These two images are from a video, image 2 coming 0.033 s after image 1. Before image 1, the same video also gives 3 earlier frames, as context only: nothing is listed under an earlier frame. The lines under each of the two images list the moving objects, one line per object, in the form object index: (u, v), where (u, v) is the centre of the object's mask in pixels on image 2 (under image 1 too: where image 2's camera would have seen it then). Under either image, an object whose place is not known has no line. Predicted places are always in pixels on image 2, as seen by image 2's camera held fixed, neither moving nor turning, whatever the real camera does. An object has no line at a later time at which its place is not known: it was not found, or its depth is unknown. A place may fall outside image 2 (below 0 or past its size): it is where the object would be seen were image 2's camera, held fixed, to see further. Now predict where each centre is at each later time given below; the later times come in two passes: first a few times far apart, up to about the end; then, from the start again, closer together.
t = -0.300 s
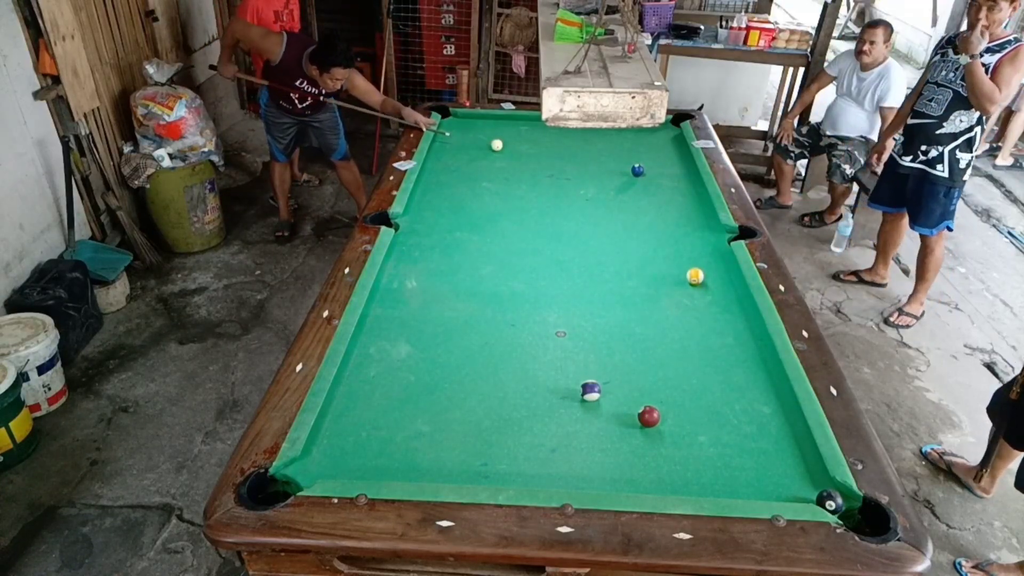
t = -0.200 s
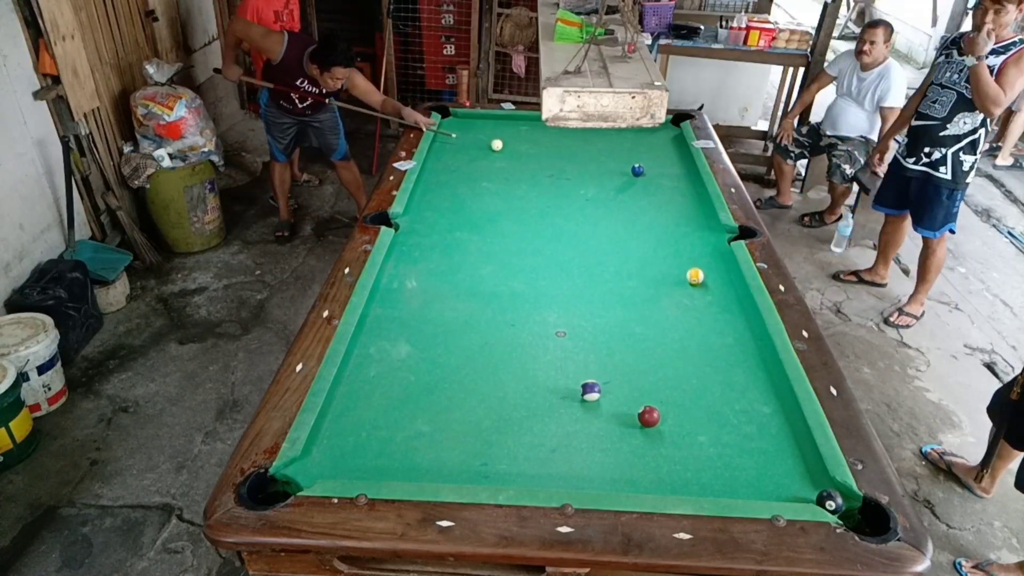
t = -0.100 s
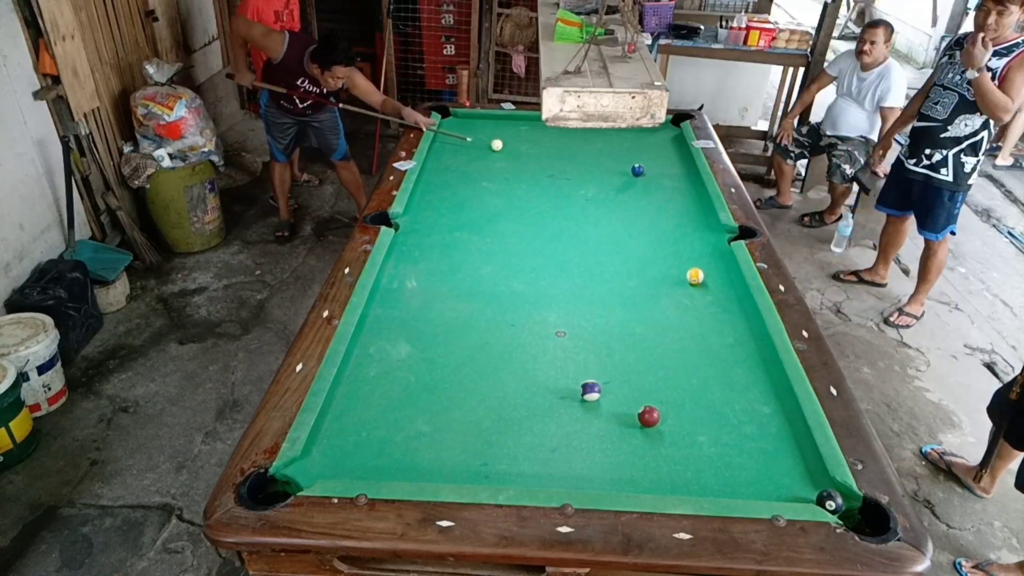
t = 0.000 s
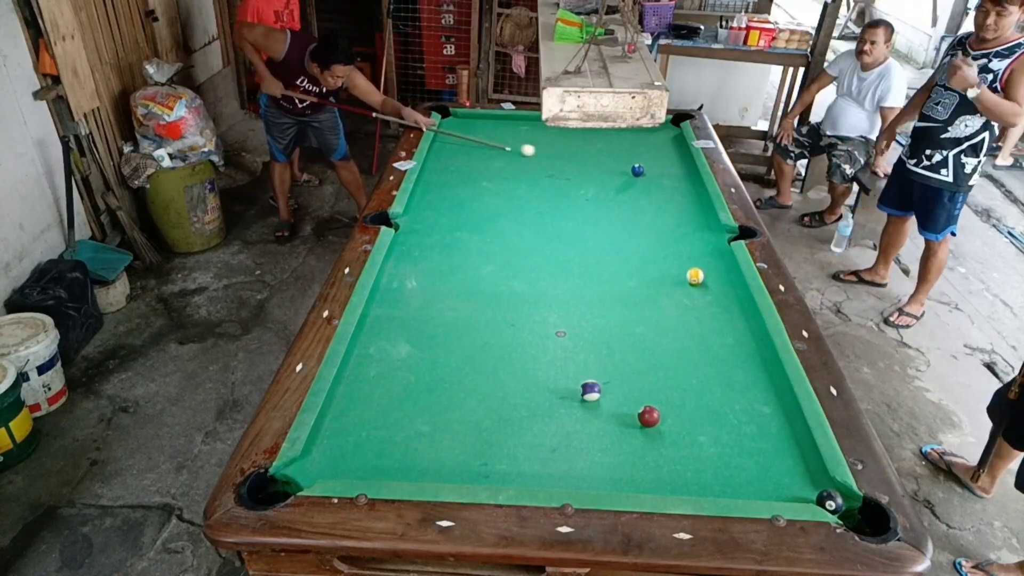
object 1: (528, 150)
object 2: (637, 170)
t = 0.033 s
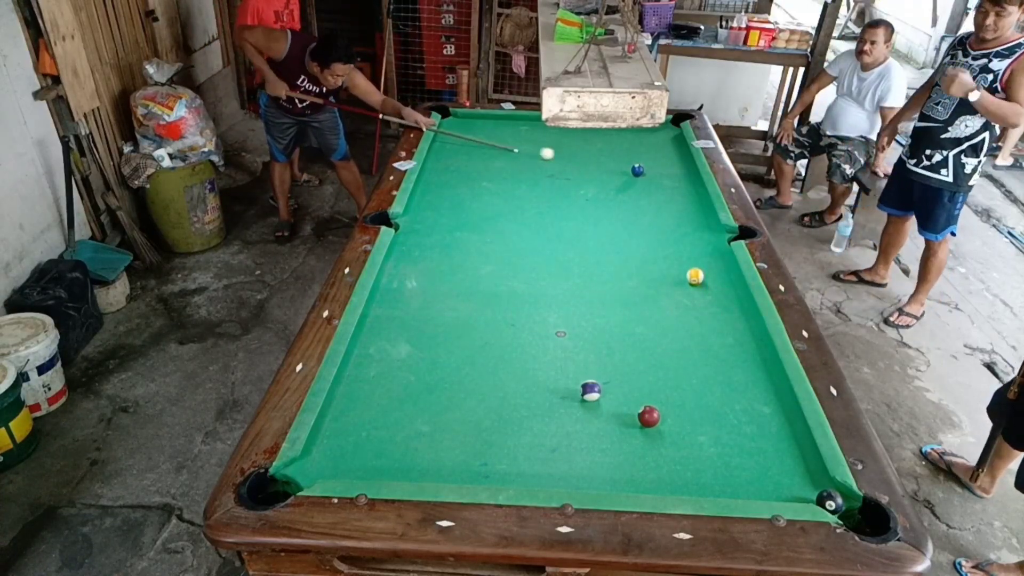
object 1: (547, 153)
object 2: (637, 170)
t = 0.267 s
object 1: (629, 166)
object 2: (680, 180)
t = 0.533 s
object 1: (638, 164)
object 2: (656, 191)
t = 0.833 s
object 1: (646, 161)
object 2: (599, 200)
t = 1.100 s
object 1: (653, 159)
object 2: (547, 208)
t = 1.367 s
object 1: (658, 157)
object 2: (493, 217)
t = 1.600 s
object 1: (662, 156)
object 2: (446, 224)
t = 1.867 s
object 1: (666, 154)
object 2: (406, 228)
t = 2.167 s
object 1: (669, 153)
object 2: (427, 216)
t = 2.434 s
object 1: (670, 151)
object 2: (444, 206)
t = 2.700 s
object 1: (671, 151)
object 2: (459, 198)
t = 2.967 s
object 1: (672, 150)
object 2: (473, 190)
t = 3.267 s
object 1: (672, 150)
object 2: (487, 182)
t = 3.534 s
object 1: (672, 150)
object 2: (497, 176)
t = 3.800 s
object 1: (671, 150)
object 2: (506, 171)
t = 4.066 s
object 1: (671, 150)
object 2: (514, 166)
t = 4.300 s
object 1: (671, 150)
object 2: (520, 163)
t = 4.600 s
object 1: (671, 150)
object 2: (526, 158)
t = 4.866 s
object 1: (671, 150)
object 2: (531, 155)
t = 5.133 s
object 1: (671, 150)
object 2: (535, 152)
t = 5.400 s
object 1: (671, 150)
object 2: (539, 150)
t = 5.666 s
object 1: (671, 150)
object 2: (542, 148)
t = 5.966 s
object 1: (671, 150)
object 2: (544, 146)
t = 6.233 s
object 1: (671, 150)
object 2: (546, 145)
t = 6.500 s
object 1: (671, 150)
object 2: (548, 144)
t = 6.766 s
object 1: (671, 150)
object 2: (548, 144)
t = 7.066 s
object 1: (671, 150)
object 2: (549, 143)
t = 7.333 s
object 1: (671, 150)
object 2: (549, 143)
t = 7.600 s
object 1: (671, 150)
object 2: (549, 143)
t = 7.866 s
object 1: (671, 150)
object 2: (549, 143)
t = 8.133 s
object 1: (671, 150)
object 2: (549, 143)
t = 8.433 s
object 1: (671, 150)
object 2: (549, 143)
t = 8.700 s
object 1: (671, 150)
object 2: (549, 143)
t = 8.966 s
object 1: (671, 150)
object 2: (549, 143)
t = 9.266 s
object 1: (671, 150)
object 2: (549, 143)
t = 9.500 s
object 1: (671, 150)
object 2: (549, 143)
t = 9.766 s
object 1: (671, 150)
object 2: (549, 143)
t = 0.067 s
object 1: (566, 156)
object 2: (637, 170)
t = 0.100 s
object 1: (584, 160)
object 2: (637, 170)
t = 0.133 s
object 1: (602, 163)
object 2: (637, 170)
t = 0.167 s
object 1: (620, 166)
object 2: (637, 170)
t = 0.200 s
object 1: (627, 167)
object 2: (648, 173)
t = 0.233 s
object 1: (628, 167)
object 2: (664, 176)
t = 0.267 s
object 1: (629, 166)
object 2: (680, 180)
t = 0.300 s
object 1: (630, 166)
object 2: (695, 183)
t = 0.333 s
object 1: (631, 166)
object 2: (695, 185)
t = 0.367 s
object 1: (632, 165)
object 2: (689, 186)
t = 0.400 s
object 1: (633, 165)
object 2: (681, 187)
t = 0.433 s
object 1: (635, 165)
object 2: (675, 188)
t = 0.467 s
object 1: (635, 164)
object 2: (669, 189)
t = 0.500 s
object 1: (637, 164)
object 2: (663, 190)
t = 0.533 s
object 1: (638, 164)
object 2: (656, 191)
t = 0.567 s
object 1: (639, 163)
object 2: (650, 192)
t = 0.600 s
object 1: (640, 163)
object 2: (644, 193)
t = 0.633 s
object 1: (640, 163)
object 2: (637, 194)
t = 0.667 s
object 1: (641, 162)
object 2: (631, 195)
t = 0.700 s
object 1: (642, 162)
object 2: (625, 196)
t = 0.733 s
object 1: (643, 162)
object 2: (618, 197)
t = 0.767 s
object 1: (644, 162)
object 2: (612, 198)
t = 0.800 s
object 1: (645, 161)
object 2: (605, 199)
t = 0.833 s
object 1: (646, 161)
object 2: (599, 200)
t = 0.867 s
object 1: (647, 161)
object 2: (592, 201)
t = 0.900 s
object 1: (648, 161)
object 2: (586, 202)
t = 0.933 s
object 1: (648, 160)
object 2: (579, 203)
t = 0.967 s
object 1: (649, 160)
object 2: (573, 204)
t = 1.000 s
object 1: (650, 160)
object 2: (567, 205)
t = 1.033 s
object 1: (651, 159)
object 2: (560, 206)
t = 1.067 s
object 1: (652, 159)
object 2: (553, 207)
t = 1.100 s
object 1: (653, 159)
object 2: (547, 208)
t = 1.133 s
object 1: (653, 159)
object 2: (540, 209)
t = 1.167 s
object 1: (654, 158)
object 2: (534, 210)
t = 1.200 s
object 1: (655, 158)
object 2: (527, 212)
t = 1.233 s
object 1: (656, 158)
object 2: (520, 213)
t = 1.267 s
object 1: (656, 158)
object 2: (513, 214)
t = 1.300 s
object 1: (657, 158)
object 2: (507, 214)
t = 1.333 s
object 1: (657, 157)
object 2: (500, 215)
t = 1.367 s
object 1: (658, 157)
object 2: (493, 217)
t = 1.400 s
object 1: (659, 157)
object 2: (487, 218)
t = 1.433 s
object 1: (659, 157)
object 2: (480, 218)
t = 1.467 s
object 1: (660, 156)
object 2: (473, 220)
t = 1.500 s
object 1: (660, 156)
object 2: (467, 221)
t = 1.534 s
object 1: (661, 156)
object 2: (460, 222)
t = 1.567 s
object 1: (662, 156)
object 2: (453, 223)
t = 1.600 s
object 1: (662, 156)
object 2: (446, 224)
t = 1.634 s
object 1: (663, 156)
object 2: (439, 225)
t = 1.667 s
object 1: (663, 155)
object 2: (432, 226)
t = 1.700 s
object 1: (664, 155)
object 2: (425, 227)
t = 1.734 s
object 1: (664, 155)
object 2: (418, 228)
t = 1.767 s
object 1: (664, 155)
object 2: (411, 229)
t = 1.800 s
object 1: (665, 155)
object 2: (405, 230)
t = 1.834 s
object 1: (665, 154)
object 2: (402, 230)
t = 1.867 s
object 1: (666, 154)
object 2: (406, 228)
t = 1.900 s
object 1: (666, 154)
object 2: (408, 227)
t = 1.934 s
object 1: (667, 154)
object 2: (411, 225)
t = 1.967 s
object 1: (667, 154)
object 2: (413, 224)
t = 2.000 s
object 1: (667, 153)
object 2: (416, 222)
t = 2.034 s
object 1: (668, 153)
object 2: (418, 221)
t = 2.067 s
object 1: (668, 153)
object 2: (420, 220)
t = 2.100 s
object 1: (668, 153)
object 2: (423, 218)
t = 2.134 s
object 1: (668, 153)
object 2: (425, 217)
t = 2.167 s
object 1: (669, 153)
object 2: (427, 216)
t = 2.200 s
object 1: (669, 153)
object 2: (430, 214)
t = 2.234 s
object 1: (669, 152)
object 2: (432, 213)
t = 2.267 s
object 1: (669, 152)
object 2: (434, 212)
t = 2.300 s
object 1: (670, 152)
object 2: (436, 211)
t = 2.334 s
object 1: (670, 152)
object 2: (438, 210)
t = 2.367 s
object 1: (670, 152)
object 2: (441, 209)
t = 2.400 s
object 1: (670, 152)
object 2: (442, 207)
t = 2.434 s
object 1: (670, 151)
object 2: (444, 206)
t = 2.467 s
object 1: (670, 151)
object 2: (446, 205)
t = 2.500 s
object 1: (671, 151)
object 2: (448, 204)
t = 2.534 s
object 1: (671, 151)
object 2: (450, 203)
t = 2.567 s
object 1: (671, 151)
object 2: (452, 202)
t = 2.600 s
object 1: (671, 151)
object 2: (454, 201)
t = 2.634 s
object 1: (671, 151)
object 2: (456, 200)
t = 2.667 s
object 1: (671, 151)
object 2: (457, 199)
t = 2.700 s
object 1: (671, 151)
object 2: (459, 198)
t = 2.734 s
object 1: (671, 151)
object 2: (461, 197)
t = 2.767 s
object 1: (671, 151)
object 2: (463, 196)
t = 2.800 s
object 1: (671, 151)
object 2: (465, 195)
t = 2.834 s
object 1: (672, 151)
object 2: (466, 194)
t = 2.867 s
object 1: (672, 150)
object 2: (468, 193)
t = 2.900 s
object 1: (672, 150)
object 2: (470, 192)
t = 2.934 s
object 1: (672, 150)
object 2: (471, 191)
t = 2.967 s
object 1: (672, 150)
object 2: (473, 190)
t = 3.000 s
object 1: (672, 150)
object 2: (474, 189)
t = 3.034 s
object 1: (672, 150)
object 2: (476, 188)
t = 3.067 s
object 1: (672, 150)
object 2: (477, 188)
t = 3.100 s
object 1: (672, 150)
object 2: (479, 187)
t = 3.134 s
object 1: (672, 150)
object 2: (480, 186)
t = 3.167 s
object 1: (672, 150)
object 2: (482, 185)
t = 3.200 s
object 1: (672, 150)
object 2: (483, 184)
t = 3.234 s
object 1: (672, 150)
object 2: (485, 183)
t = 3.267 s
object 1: (672, 150)
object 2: (487, 182)
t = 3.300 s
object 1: (672, 150)
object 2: (488, 182)
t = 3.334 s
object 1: (672, 150)
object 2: (489, 181)
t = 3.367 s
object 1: (672, 150)
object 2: (491, 180)
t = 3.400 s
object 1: (672, 150)
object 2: (492, 179)
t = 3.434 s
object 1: (672, 150)
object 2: (493, 179)
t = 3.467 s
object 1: (672, 150)
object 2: (494, 178)
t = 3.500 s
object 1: (672, 150)
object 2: (496, 177)
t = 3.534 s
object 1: (672, 150)
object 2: (497, 176)
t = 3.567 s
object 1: (672, 150)
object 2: (498, 176)
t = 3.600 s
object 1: (672, 150)
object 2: (499, 175)
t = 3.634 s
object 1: (672, 150)
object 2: (500, 174)
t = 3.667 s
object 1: (672, 150)
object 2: (501, 174)
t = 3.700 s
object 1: (672, 150)
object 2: (502, 173)
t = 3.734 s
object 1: (672, 150)
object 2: (503, 172)
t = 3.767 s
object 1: (672, 150)
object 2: (505, 172)
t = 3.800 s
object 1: (671, 150)
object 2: (506, 171)
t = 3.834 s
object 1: (671, 150)
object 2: (507, 170)
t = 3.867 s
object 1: (671, 150)
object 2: (508, 170)
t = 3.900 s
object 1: (671, 150)
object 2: (509, 169)
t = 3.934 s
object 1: (671, 150)
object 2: (510, 169)
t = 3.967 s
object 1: (671, 150)
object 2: (511, 168)
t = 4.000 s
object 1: (671, 150)
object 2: (512, 167)
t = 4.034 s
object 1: (671, 150)
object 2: (513, 167)
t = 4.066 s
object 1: (671, 150)
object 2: (514, 166)
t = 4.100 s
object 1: (671, 150)
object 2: (515, 166)
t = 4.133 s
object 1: (671, 150)
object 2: (515, 165)
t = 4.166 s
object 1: (671, 150)
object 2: (516, 165)
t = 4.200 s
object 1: (671, 150)
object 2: (517, 164)
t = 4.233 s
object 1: (671, 150)
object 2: (518, 164)
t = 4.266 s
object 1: (671, 150)
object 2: (519, 163)
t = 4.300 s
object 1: (671, 150)
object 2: (520, 163)
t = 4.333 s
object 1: (671, 150)
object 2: (520, 162)
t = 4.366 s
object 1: (671, 150)
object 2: (521, 162)
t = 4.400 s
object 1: (671, 150)
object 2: (522, 161)
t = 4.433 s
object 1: (671, 150)
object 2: (523, 161)
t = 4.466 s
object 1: (671, 150)
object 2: (523, 160)
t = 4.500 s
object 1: (671, 150)
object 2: (524, 160)
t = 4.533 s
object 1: (671, 150)
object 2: (525, 159)
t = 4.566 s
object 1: (671, 150)
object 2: (525, 159)
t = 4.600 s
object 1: (671, 150)
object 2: (526, 158)
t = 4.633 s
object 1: (671, 150)
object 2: (527, 158)
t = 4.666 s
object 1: (671, 150)
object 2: (528, 157)
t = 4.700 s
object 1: (671, 150)
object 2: (528, 157)
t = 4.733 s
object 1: (671, 150)
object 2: (529, 156)
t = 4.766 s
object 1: (671, 150)
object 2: (529, 156)
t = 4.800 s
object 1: (671, 150)
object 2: (530, 156)
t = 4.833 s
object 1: (671, 150)
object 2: (530, 155)
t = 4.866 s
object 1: (671, 150)
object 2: (531, 155)
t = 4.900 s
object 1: (671, 150)
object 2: (532, 155)
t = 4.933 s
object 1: (671, 150)
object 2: (532, 154)
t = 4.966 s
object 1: (671, 150)
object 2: (533, 154)
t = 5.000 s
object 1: (671, 150)
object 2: (533, 154)
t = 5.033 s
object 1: (671, 150)
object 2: (534, 153)
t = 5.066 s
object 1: (671, 150)
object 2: (534, 153)
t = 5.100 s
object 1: (671, 150)
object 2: (535, 153)
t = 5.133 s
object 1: (671, 150)
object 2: (535, 152)
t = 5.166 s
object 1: (671, 150)
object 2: (536, 152)
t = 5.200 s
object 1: (671, 150)
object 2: (536, 152)
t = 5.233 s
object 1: (671, 150)
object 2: (536, 152)
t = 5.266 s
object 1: (671, 150)
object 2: (537, 151)
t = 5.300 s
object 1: (671, 150)
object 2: (538, 151)
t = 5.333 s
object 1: (671, 150)
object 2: (538, 151)
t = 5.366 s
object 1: (671, 150)
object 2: (538, 150)
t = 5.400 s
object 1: (671, 150)
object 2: (539, 150)
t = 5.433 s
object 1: (671, 150)
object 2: (539, 150)
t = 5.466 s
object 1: (671, 150)
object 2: (540, 150)
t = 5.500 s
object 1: (671, 150)
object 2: (540, 149)
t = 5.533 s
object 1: (671, 150)
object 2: (541, 149)
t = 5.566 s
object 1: (671, 150)
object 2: (541, 149)
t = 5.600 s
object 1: (671, 150)
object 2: (541, 149)
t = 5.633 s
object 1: (671, 150)
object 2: (541, 148)
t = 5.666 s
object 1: (671, 150)
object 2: (542, 148)
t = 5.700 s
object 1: (671, 150)
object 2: (542, 148)
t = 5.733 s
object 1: (671, 150)
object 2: (542, 148)
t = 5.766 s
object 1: (671, 150)
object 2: (543, 147)
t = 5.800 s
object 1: (671, 150)
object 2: (543, 147)
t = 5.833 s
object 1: (671, 150)
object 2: (543, 147)
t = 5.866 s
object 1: (671, 150)
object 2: (544, 147)
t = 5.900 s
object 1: (671, 150)
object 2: (544, 146)
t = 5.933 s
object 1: (671, 150)
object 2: (544, 146)
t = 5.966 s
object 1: (671, 150)
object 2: (544, 146)
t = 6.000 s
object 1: (671, 150)
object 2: (545, 146)
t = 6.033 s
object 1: (671, 150)
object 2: (545, 146)
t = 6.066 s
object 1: (671, 150)
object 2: (545, 146)
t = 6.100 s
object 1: (671, 150)
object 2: (545, 146)
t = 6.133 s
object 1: (671, 150)
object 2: (546, 145)
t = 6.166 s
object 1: (671, 150)
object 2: (546, 145)
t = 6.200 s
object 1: (671, 150)
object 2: (546, 145)
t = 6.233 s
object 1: (671, 150)
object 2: (546, 145)
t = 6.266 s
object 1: (671, 150)
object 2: (547, 145)
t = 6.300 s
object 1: (671, 150)
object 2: (547, 144)
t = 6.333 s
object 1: (671, 150)
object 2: (547, 144)
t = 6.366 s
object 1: (671, 150)
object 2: (547, 144)
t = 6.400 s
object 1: (671, 150)
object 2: (547, 144)
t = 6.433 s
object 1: (671, 150)
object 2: (547, 144)
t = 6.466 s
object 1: (671, 150)
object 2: (548, 144)
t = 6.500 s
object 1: (671, 150)
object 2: (548, 144)
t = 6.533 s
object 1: (671, 150)
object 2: (548, 144)
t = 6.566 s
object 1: (671, 150)
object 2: (548, 144)
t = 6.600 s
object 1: (671, 150)
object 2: (548, 144)
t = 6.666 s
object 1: (671, 150)
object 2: (548, 144)
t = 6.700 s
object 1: (671, 150)
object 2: (548, 144)
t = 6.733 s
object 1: (671, 150)
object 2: (548, 144)
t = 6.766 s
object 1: (671, 150)
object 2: (548, 144)
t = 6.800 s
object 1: (671, 150)
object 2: (549, 143)
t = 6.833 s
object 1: (671, 150)
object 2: (549, 143)
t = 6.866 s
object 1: (671, 150)
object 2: (549, 143)
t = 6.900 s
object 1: (671, 150)
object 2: (549, 143)
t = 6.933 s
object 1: (671, 150)
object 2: (549, 143)
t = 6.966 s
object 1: (671, 150)
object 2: (549, 143)
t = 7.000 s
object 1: (671, 150)
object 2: (549, 143)
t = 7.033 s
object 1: (671, 150)
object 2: (549, 143)
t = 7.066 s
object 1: (671, 150)
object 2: (549, 143)
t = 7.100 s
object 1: (671, 150)
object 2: (549, 143)
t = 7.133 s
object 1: (671, 150)
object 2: (549, 143)
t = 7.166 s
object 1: (671, 150)
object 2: (549, 143)
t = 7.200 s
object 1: (671, 150)
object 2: (549, 143)
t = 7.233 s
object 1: (671, 150)
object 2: (549, 143)
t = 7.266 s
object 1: (671, 150)
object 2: (549, 143)
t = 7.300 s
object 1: (671, 150)
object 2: (549, 143)
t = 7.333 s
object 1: (671, 150)
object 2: (549, 143)
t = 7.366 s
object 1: (671, 150)
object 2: (549, 143)
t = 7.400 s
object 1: (671, 150)
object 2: (549, 143)
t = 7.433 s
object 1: (671, 150)
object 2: (549, 143)
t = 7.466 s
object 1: (671, 150)
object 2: (549, 143)
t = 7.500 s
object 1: (671, 150)
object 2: (549, 143)
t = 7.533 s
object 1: (671, 150)
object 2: (549, 143)
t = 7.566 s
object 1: (671, 150)
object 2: (549, 143)
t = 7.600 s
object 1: (671, 150)
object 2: (549, 143)
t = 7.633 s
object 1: (671, 150)
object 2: (549, 143)
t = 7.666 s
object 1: (671, 150)
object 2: (549, 143)
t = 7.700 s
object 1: (671, 150)
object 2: (549, 143)
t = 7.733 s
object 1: (671, 150)
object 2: (549, 143)
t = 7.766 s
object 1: (671, 150)
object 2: (549, 143)
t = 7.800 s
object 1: (671, 150)
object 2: (549, 143)
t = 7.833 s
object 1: (671, 150)
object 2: (549, 143)
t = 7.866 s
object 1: (671, 150)
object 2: (549, 143)
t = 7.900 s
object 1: (671, 150)
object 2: (549, 143)
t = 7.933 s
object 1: (671, 150)
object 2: (549, 143)
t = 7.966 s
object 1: (671, 150)
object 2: (549, 143)
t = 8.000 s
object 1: (671, 150)
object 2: (549, 143)
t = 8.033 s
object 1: (671, 150)
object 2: (549, 143)
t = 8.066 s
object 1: (671, 150)
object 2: (549, 143)
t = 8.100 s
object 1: (671, 150)
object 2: (549, 143)
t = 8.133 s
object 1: (671, 150)
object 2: (549, 143)
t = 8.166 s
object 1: (671, 150)
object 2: (549, 143)
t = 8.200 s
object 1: (671, 150)
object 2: (549, 143)
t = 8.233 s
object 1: (671, 150)
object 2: (549, 143)
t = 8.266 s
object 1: (671, 150)
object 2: (549, 143)
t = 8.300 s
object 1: (671, 150)
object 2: (549, 143)
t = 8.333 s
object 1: (671, 150)
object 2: (549, 143)
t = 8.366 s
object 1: (671, 150)
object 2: (549, 143)
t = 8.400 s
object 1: (671, 150)
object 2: (549, 143)
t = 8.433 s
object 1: (671, 150)
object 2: (549, 143)
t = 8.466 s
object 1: (671, 150)
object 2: (549, 143)
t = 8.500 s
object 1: (671, 150)
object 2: (549, 143)
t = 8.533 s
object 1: (671, 150)
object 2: (549, 143)
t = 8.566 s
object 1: (671, 150)
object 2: (549, 143)
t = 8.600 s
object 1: (671, 150)
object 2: (549, 143)
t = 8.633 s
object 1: (671, 150)
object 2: (549, 143)
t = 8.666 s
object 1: (671, 150)
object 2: (549, 143)
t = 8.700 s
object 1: (671, 150)
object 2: (549, 143)
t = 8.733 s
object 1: (671, 150)
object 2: (549, 143)
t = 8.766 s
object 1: (671, 150)
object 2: (549, 143)
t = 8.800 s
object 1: (671, 150)
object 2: (549, 143)
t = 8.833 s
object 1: (671, 150)
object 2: (549, 143)
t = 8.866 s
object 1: (671, 150)
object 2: (549, 143)
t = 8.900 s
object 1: (671, 150)
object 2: (549, 143)
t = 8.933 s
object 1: (671, 150)
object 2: (549, 143)
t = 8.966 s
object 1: (671, 150)
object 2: (549, 143)
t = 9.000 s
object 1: (671, 150)
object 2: (549, 143)
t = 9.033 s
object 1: (671, 150)
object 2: (549, 143)
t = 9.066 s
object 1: (671, 150)
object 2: (549, 143)
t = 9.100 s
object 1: (671, 150)
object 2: (549, 143)
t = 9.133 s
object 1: (671, 150)
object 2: (549, 143)
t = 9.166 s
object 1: (671, 150)
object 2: (549, 143)
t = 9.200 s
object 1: (671, 150)
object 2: (549, 143)
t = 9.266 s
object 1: (671, 150)
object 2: (549, 143)
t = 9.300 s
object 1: (671, 150)
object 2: (549, 143)
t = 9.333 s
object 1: (671, 150)
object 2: (549, 143)
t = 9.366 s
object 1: (671, 150)
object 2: (549, 143)
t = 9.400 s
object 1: (671, 150)
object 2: (549, 143)
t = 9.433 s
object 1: (671, 150)
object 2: (549, 143)
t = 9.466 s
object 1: (671, 150)
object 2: (549, 143)
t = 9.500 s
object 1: (671, 150)
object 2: (549, 143)
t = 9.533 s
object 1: (671, 150)
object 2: (549, 143)
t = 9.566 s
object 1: (671, 150)
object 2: (549, 143)
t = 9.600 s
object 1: (671, 150)
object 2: (549, 143)
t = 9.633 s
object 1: (671, 150)
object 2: (549, 143)
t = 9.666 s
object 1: (671, 150)
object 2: (549, 143)
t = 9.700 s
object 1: (671, 150)
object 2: (549, 143)
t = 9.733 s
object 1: (671, 150)
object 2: (549, 143)
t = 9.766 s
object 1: (671, 150)
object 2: (549, 143)
